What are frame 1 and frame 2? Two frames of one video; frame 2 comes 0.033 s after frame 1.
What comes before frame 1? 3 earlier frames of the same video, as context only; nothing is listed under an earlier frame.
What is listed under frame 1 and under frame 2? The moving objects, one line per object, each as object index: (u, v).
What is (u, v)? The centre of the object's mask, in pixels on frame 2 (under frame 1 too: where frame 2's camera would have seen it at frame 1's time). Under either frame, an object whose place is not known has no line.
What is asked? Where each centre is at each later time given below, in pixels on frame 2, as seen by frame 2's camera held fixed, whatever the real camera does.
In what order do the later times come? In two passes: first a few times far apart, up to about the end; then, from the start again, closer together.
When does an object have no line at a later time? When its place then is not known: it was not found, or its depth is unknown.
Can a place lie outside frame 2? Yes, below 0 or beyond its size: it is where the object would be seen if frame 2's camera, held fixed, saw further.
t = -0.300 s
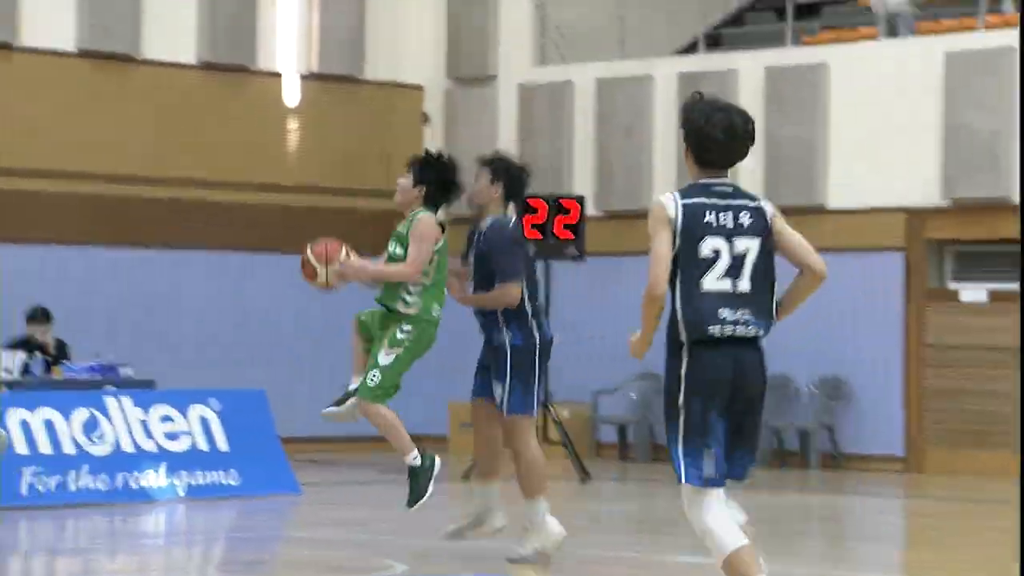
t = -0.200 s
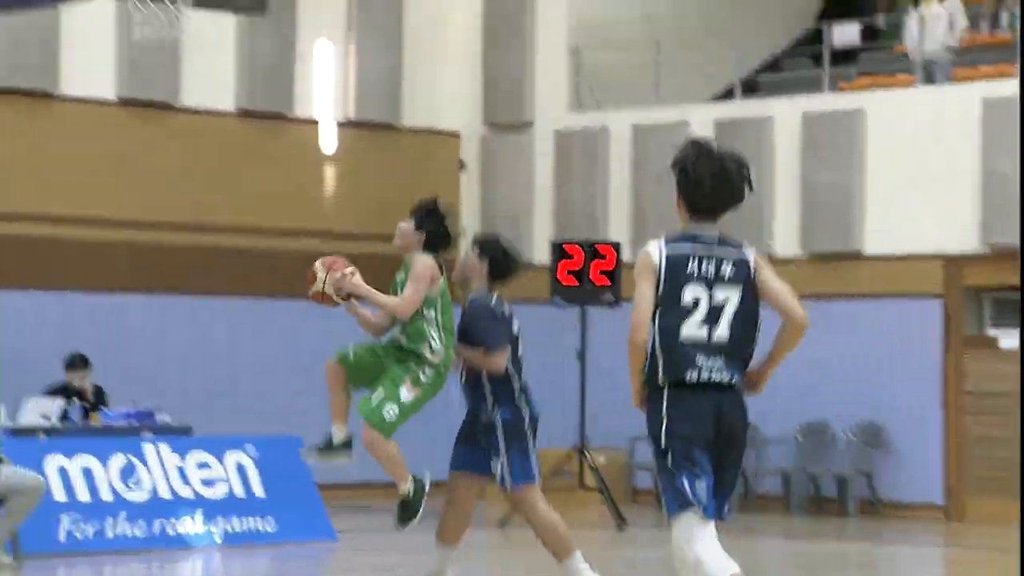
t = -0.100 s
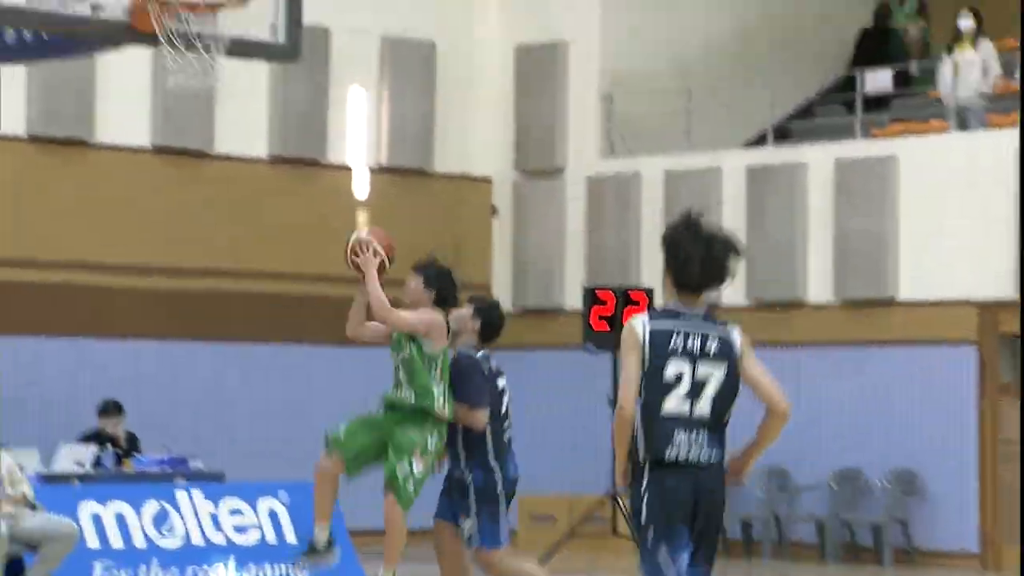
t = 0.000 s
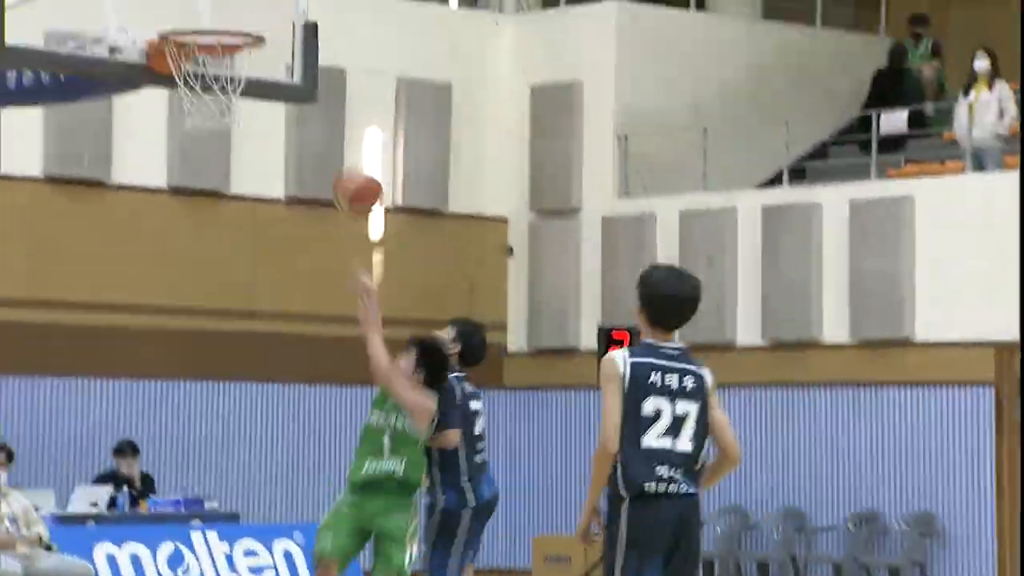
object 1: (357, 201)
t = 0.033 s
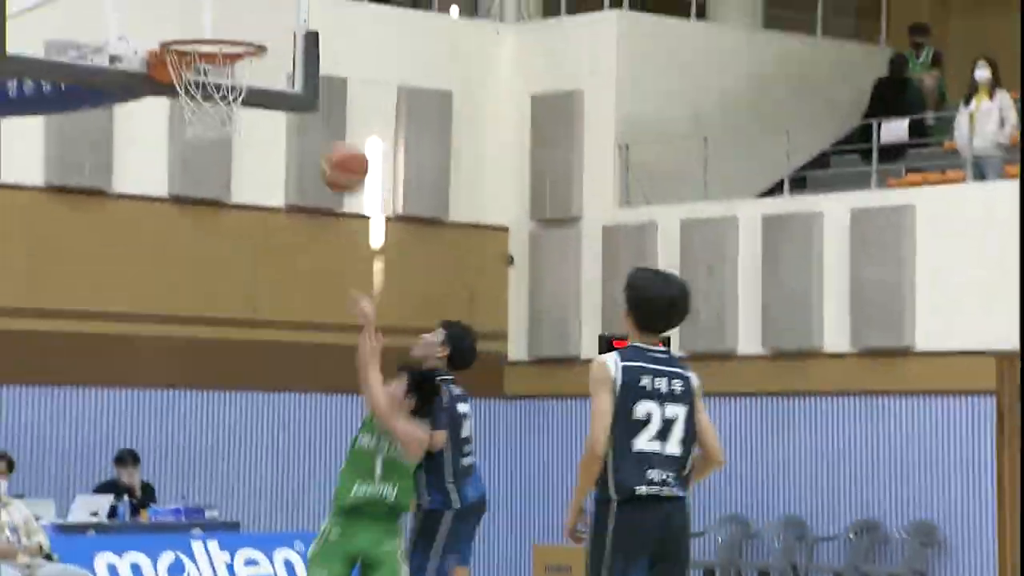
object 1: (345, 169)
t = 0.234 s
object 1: (270, 16)
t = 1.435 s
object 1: (179, 326)
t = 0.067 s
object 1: (332, 136)
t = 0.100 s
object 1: (320, 107)
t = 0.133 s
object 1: (308, 83)
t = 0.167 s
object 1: (295, 58)
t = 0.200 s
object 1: (283, 35)
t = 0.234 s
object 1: (270, 16)
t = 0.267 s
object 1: (257, -1)
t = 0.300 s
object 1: (251, -9)
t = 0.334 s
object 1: (251, -14)
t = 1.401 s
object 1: (180, 291)
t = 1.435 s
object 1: (179, 326)
